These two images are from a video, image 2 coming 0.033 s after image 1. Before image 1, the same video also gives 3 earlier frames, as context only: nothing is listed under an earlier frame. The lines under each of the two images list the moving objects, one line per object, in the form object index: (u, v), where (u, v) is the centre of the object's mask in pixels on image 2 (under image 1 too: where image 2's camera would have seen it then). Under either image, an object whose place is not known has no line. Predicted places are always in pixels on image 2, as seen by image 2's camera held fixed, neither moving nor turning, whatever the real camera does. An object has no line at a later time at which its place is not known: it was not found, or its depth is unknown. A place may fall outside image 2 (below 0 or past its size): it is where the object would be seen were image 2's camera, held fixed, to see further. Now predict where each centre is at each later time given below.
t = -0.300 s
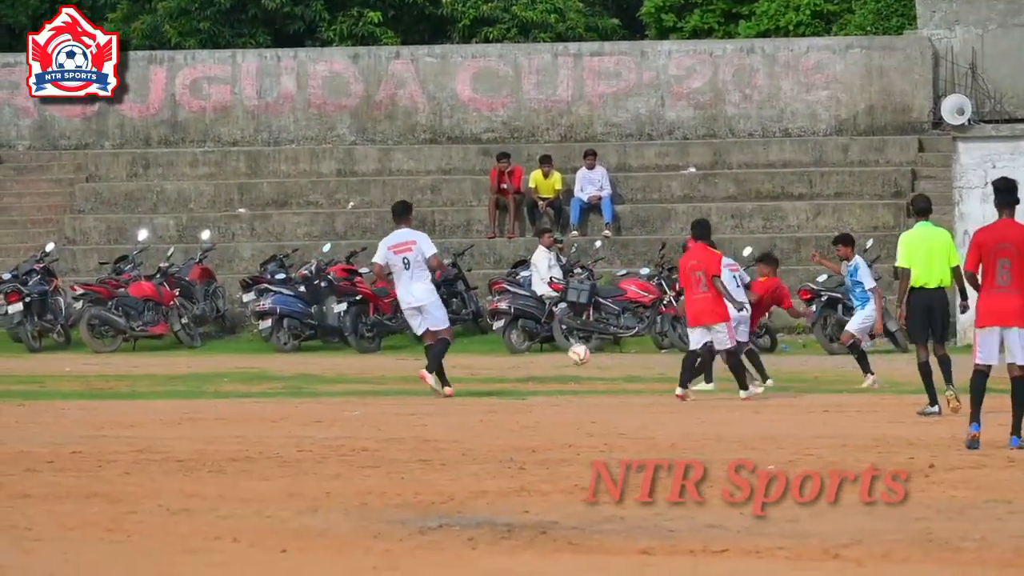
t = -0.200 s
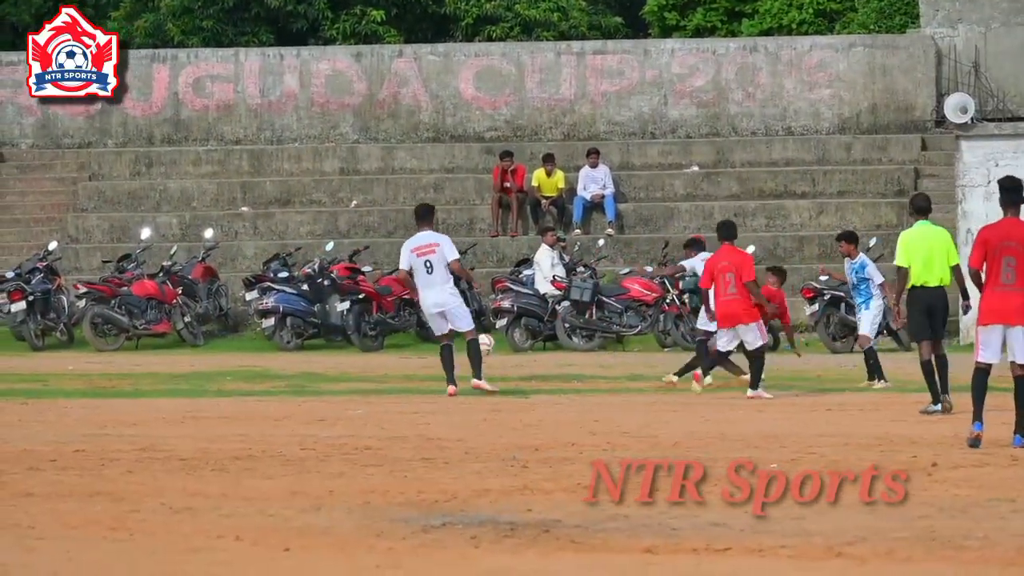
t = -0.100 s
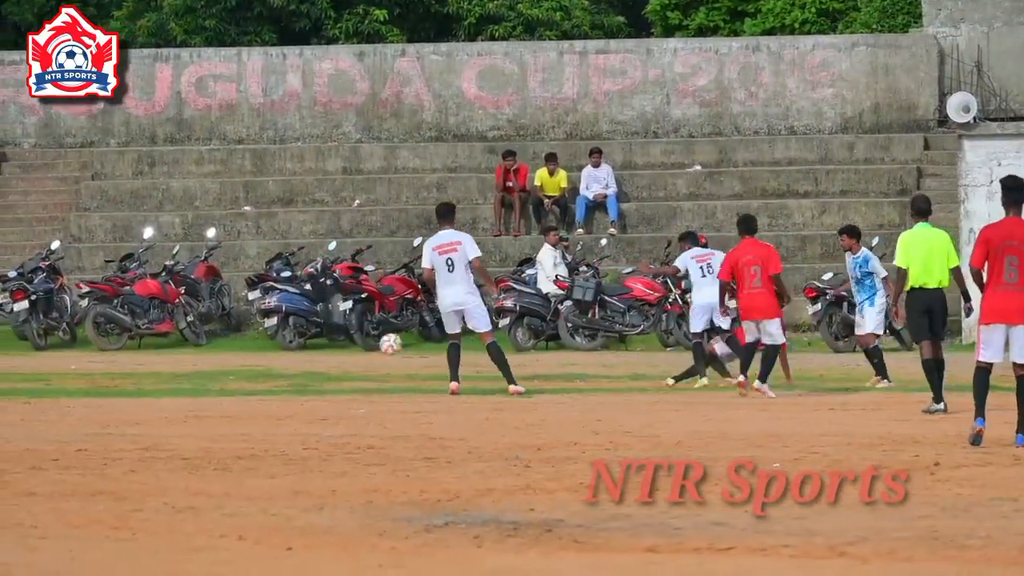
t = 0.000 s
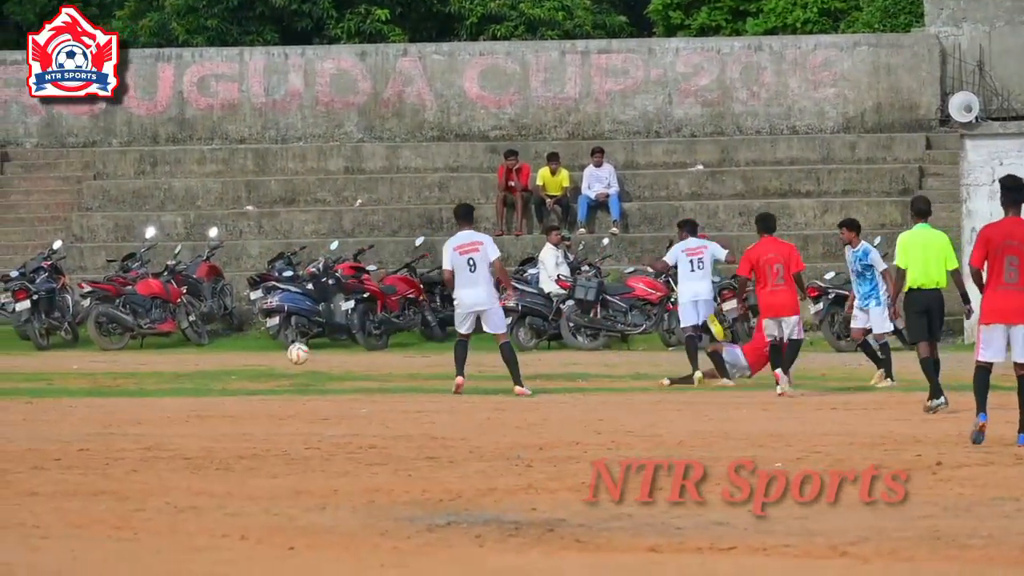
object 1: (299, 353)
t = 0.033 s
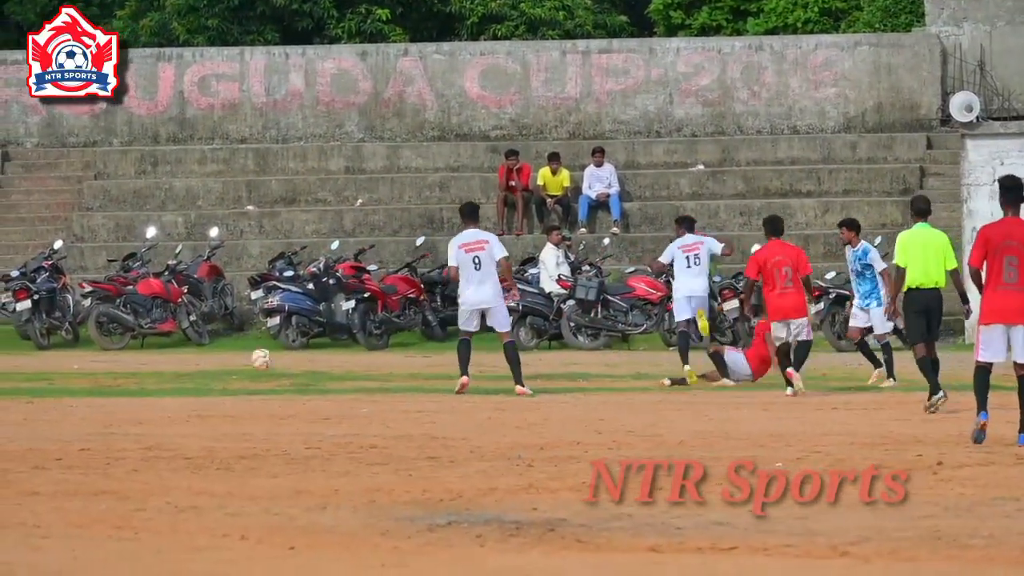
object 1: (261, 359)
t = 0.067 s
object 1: (223, 366)
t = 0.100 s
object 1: (205, 370)
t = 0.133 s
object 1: (172, 373)
